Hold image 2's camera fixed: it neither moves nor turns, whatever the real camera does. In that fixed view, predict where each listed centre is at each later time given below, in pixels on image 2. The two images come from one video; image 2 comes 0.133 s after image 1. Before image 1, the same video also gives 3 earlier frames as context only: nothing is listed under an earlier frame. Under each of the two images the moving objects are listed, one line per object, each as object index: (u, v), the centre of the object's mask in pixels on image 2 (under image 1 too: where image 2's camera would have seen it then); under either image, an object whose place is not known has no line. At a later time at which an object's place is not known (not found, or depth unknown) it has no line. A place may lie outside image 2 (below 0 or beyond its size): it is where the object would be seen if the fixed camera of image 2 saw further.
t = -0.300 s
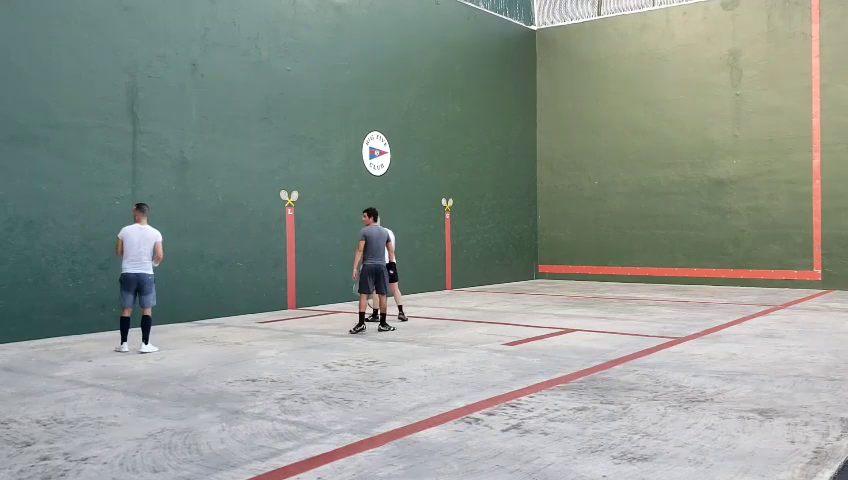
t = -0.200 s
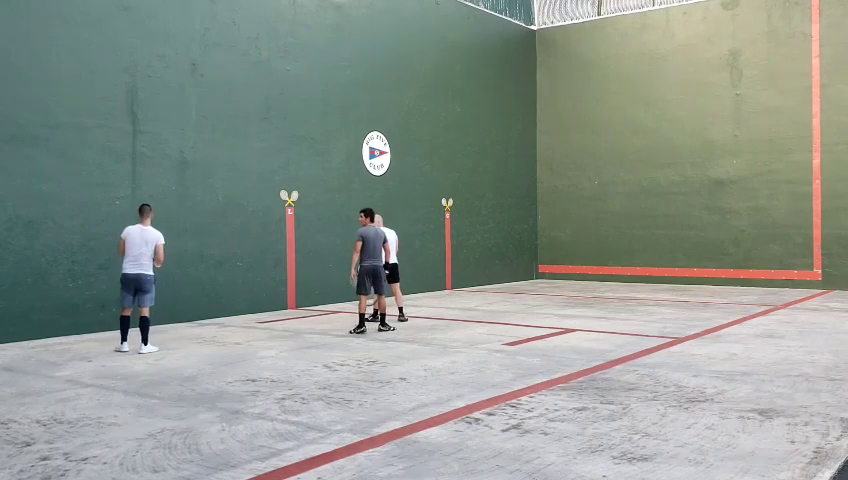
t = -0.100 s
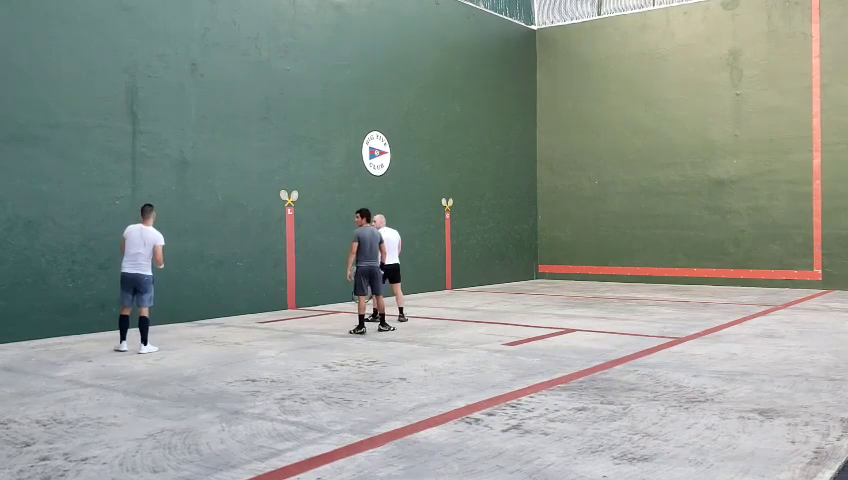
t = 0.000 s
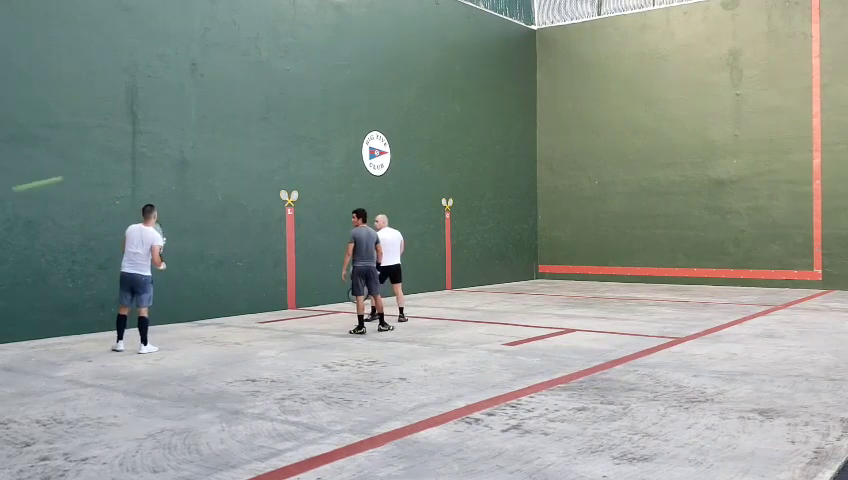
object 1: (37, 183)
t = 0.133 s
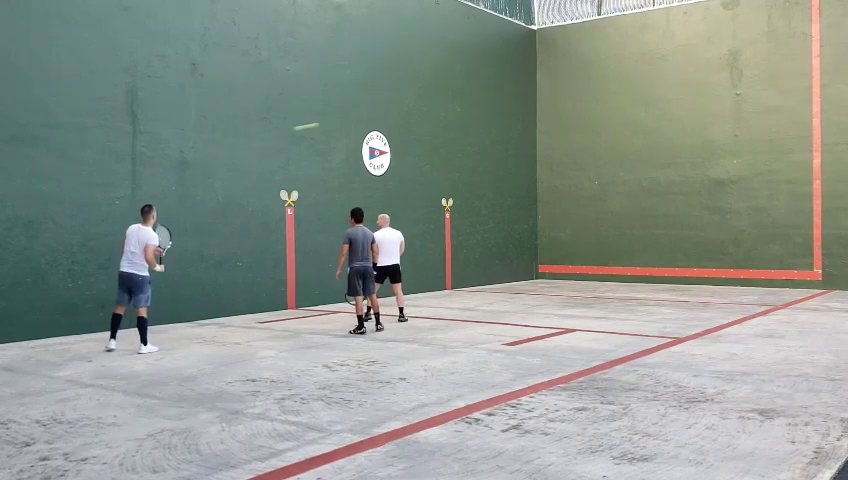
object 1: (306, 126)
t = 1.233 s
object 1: (265, 104)
